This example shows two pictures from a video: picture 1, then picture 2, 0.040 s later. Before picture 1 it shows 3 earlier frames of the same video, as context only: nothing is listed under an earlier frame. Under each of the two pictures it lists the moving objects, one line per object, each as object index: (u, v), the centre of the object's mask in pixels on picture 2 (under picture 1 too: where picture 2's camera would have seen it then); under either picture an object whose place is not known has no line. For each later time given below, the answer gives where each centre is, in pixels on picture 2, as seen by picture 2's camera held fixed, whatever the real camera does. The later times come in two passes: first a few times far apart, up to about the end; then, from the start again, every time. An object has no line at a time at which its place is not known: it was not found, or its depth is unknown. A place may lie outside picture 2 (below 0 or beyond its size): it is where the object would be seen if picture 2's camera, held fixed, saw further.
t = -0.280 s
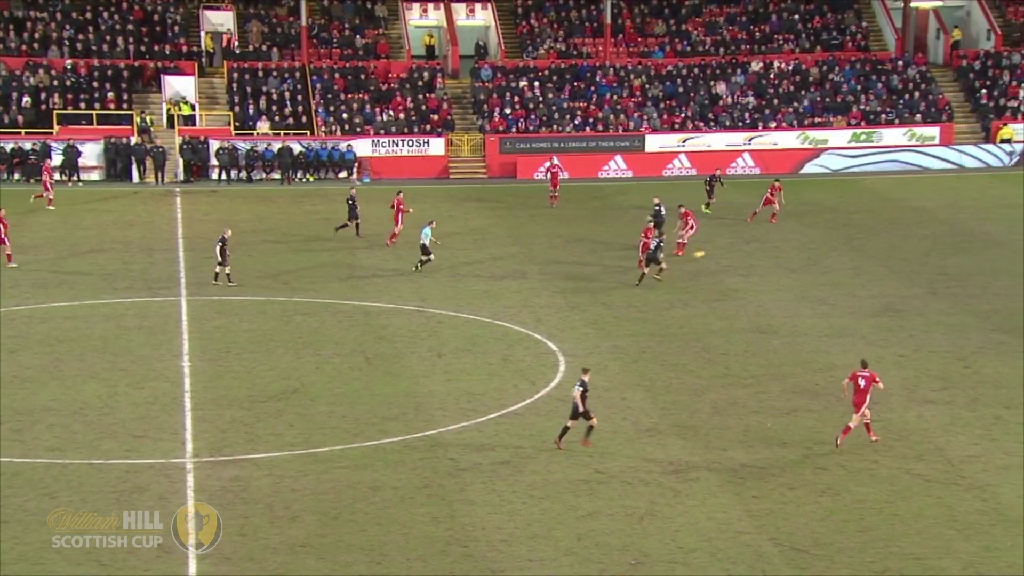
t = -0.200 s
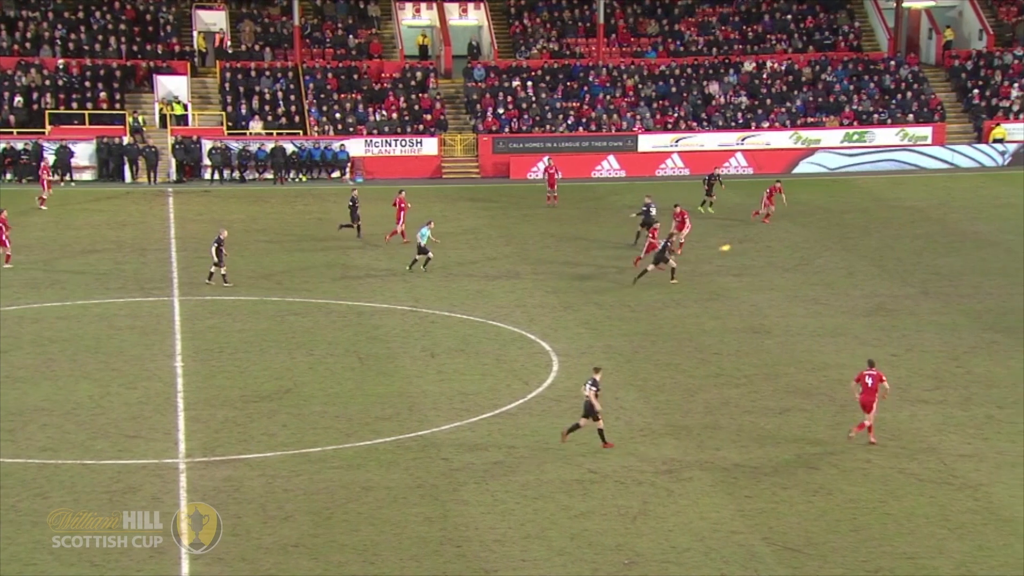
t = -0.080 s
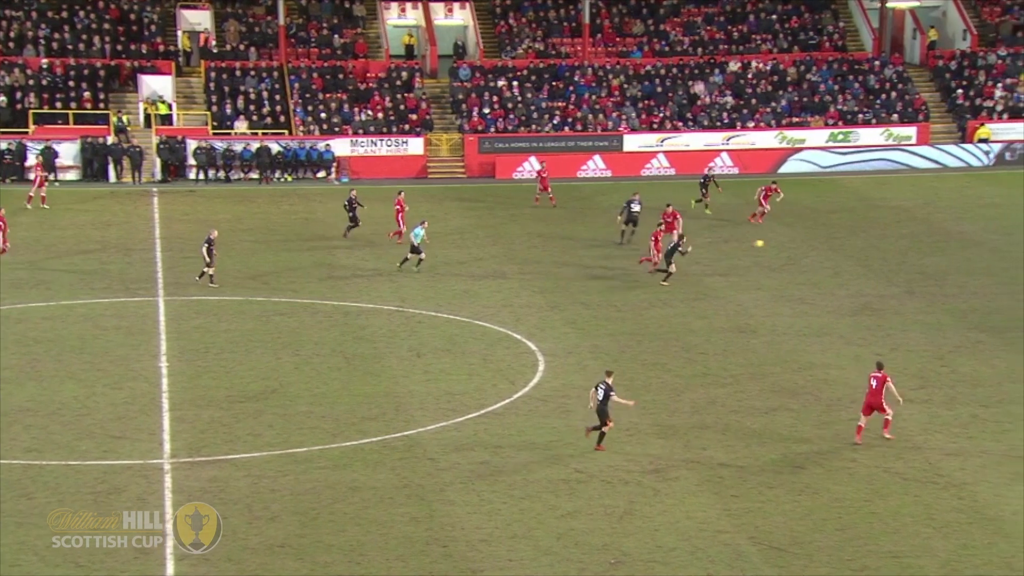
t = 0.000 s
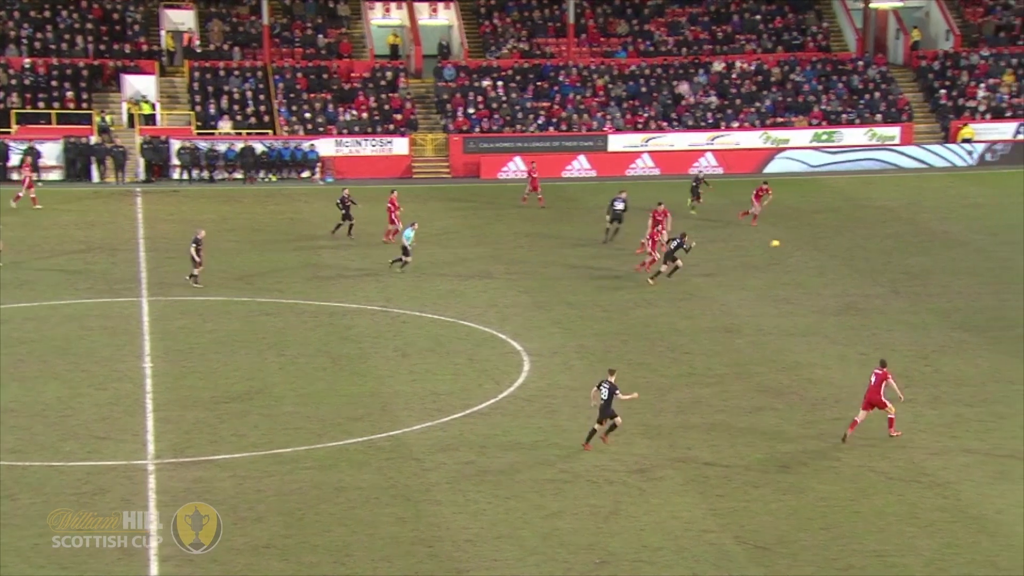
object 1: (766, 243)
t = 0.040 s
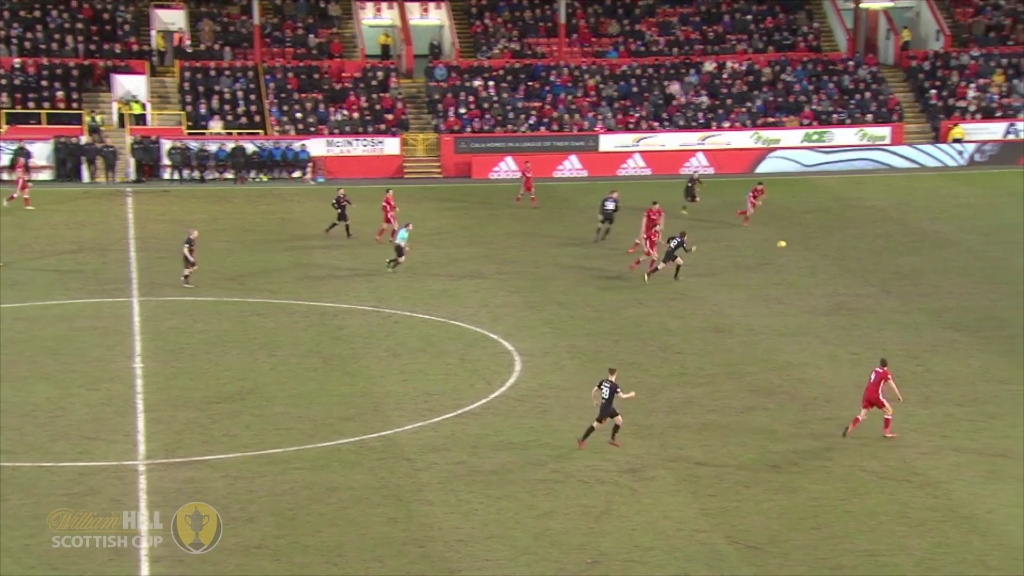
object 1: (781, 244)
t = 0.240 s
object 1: (857, 256)
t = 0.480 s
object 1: (936, 270)
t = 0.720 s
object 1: (988, 261)
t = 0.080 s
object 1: (797, 245)
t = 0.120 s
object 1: (813, 247)
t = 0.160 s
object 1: (828, 249)
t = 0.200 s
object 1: (843, 253)
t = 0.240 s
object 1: (857, 256)
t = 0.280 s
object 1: (873, 260)
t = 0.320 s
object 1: (887, 265)
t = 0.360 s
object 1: (902, 270)
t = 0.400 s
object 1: (917, 276)
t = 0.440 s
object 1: (927, 274)
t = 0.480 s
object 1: (936, 270)
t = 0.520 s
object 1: (944, 267)
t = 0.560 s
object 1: (953, 265)
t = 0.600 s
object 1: (962, 263)
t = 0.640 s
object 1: (970, 262)
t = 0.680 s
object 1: (979, 261)
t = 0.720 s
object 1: (988, 261)
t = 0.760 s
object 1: (996, 261)
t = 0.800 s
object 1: (1005, 263)
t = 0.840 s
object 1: (1014, 264)
